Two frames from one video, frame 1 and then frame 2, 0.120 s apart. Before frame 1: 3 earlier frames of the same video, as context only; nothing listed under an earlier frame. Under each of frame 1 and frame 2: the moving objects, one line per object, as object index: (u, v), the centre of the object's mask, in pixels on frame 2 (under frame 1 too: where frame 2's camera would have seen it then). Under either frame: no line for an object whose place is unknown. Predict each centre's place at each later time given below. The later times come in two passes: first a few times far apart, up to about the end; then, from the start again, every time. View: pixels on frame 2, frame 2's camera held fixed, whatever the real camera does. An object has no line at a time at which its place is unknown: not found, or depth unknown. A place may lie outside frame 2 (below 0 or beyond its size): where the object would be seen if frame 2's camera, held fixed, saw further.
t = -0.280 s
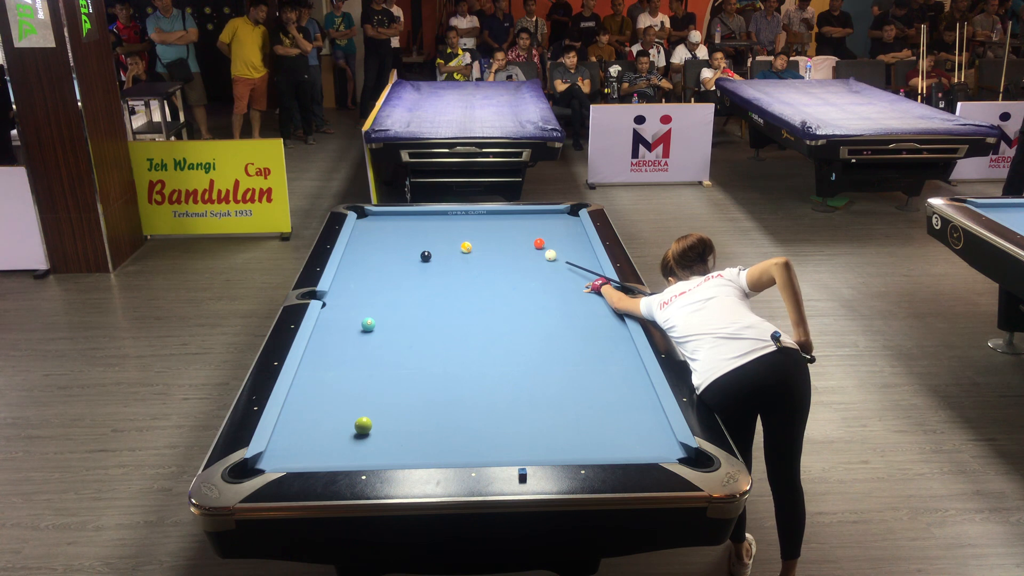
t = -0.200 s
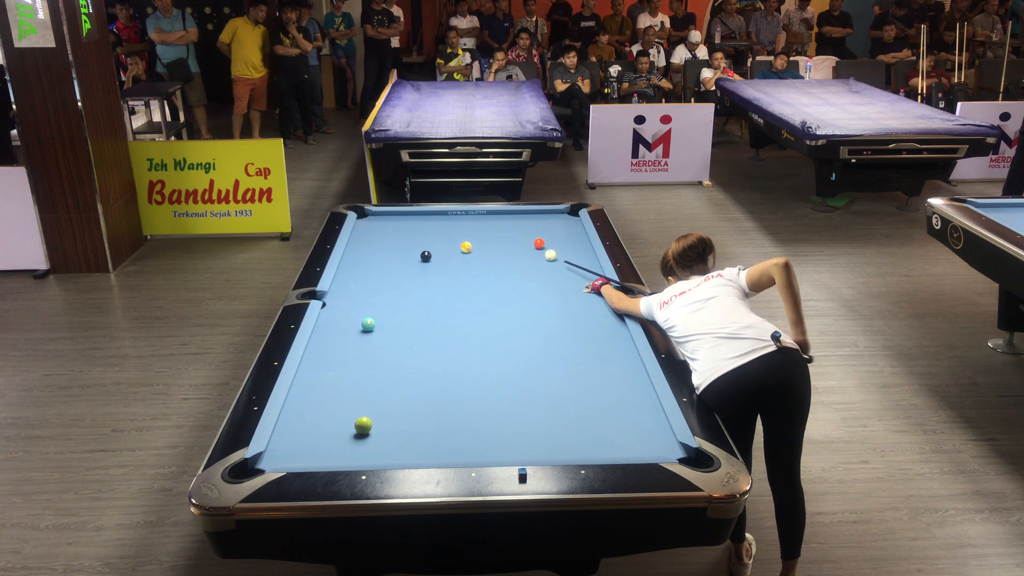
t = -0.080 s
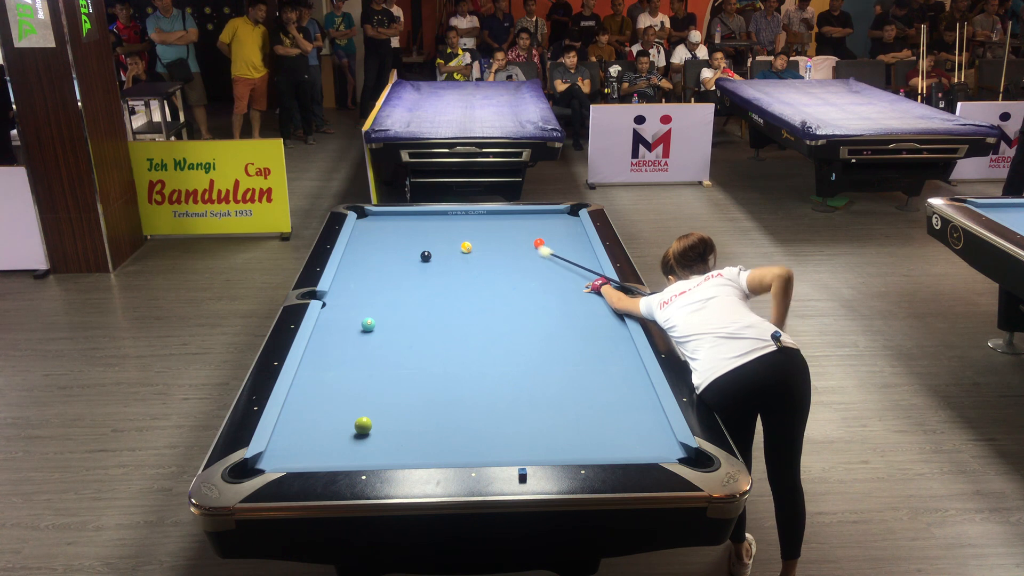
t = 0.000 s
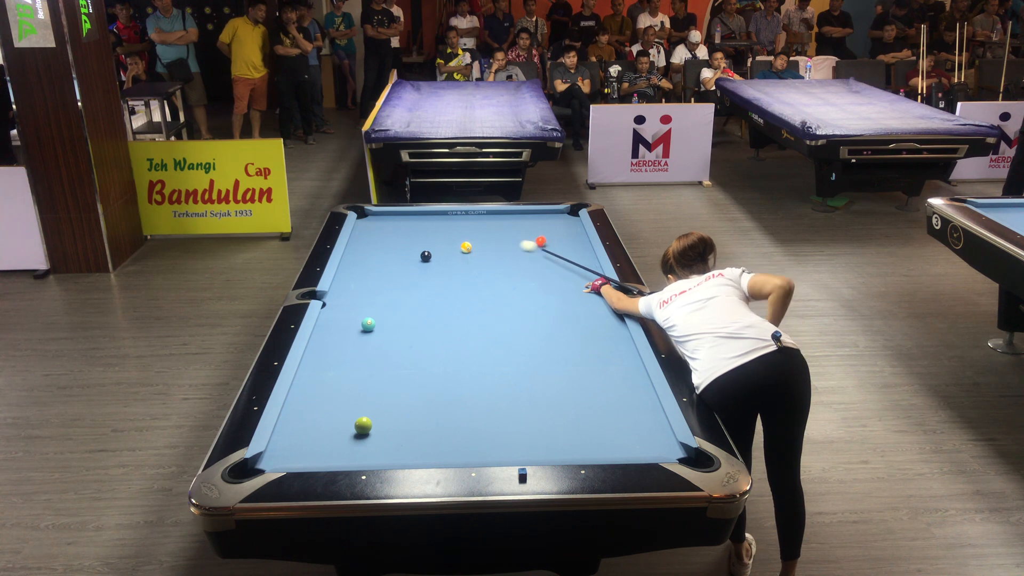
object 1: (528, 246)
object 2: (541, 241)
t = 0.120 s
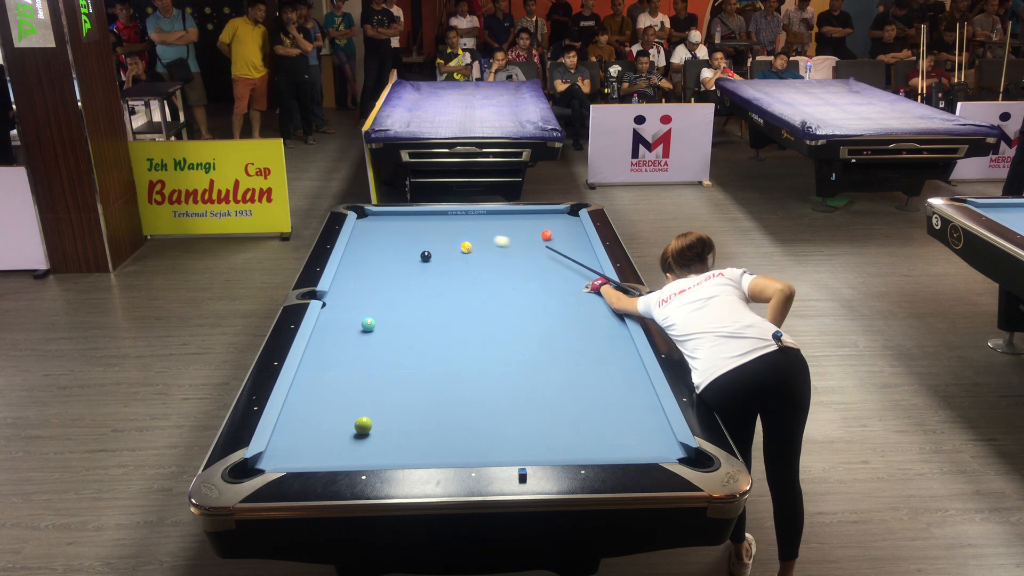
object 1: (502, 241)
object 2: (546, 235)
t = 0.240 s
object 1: (477, 236)
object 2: (551, 230)
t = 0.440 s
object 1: (437, 229)
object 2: (557, 222)
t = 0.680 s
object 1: (393, 220)
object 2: (564, 214)
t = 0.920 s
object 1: (356, 213)
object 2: (576, 214)
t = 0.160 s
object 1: (493, 239)
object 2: (548, 233)
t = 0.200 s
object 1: (485, 238)
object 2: (549, 231)
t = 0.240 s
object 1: (477, 236)
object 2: (551, 230)
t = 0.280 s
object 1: (469, 235)
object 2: (552, 228)
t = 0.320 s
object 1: (461, 233)
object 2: (553, 227)
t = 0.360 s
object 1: (453, 232)
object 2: (554, 225)
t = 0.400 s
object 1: (445, 230)
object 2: (556, 224)
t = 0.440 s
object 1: (437, 229)
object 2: (557, 222)
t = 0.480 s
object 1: (430, 227)
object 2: (558, 221)
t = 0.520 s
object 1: (422, 226)
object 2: (560, 219)
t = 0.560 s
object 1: (415, 224)
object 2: (561, 218)
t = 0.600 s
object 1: (408, 223)
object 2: (562, 216)
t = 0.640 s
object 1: (400, 221)
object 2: (563, 215)
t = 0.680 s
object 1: (393, 220)
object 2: (564, 214)
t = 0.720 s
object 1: (386, 219)
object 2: (565, 212)
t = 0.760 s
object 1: (379, 217)
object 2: (566, 211)
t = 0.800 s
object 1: (373, 216)
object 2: (569, 211)
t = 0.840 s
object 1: (366, 214)
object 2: (572, 211)
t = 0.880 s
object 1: (360, 213)
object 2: (574, 212)
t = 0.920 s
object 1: (356, 213)
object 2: (576, 214)
